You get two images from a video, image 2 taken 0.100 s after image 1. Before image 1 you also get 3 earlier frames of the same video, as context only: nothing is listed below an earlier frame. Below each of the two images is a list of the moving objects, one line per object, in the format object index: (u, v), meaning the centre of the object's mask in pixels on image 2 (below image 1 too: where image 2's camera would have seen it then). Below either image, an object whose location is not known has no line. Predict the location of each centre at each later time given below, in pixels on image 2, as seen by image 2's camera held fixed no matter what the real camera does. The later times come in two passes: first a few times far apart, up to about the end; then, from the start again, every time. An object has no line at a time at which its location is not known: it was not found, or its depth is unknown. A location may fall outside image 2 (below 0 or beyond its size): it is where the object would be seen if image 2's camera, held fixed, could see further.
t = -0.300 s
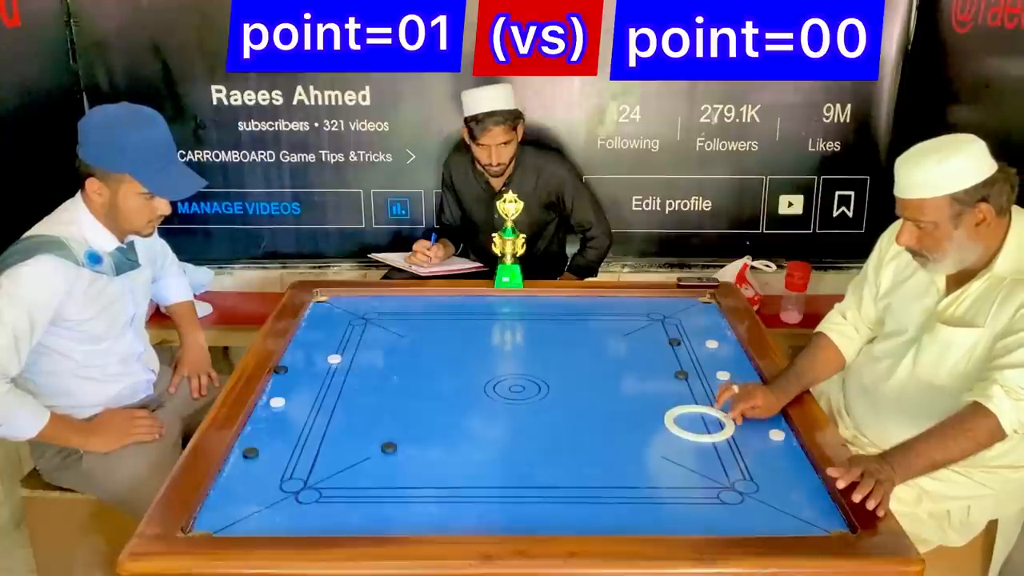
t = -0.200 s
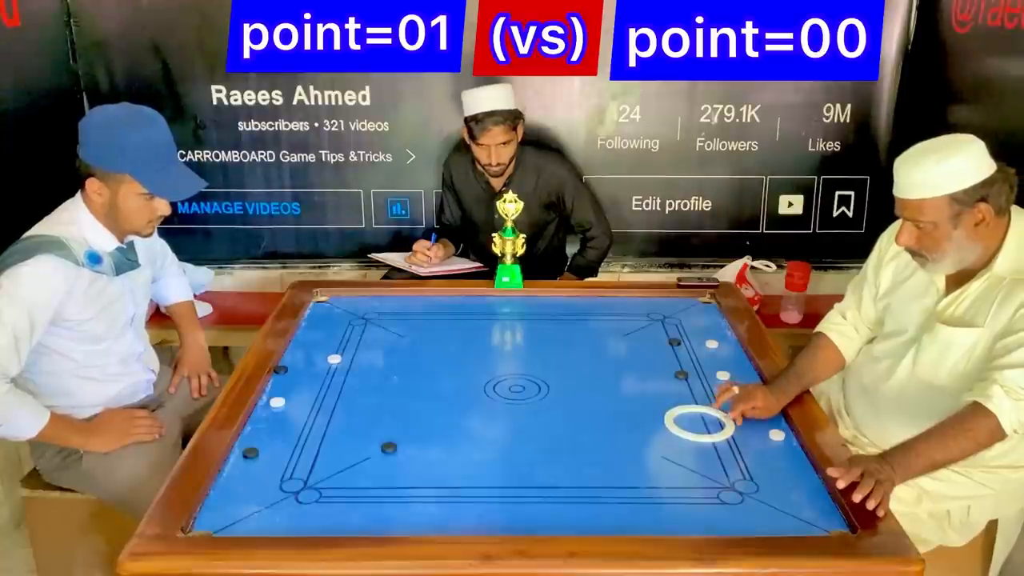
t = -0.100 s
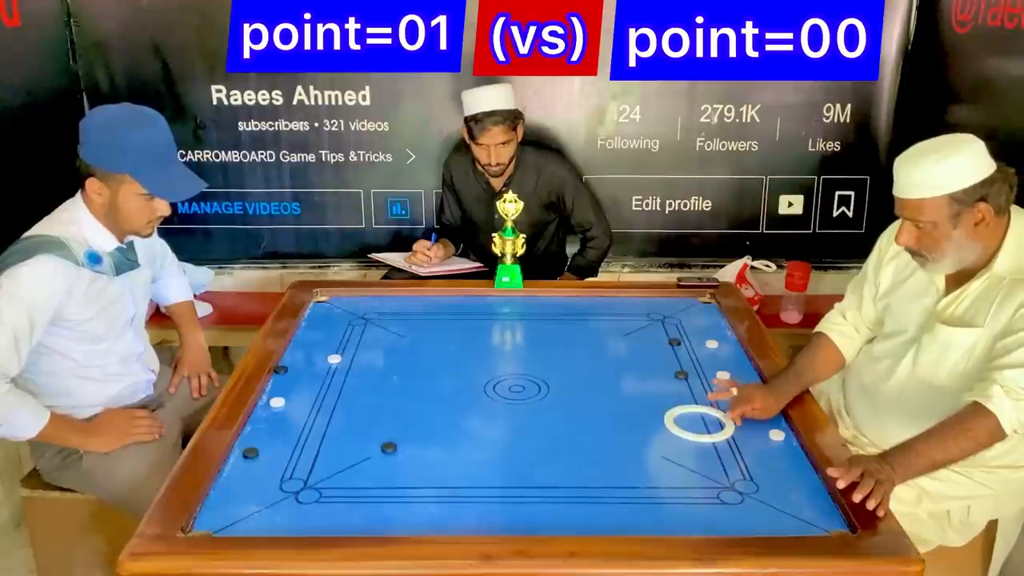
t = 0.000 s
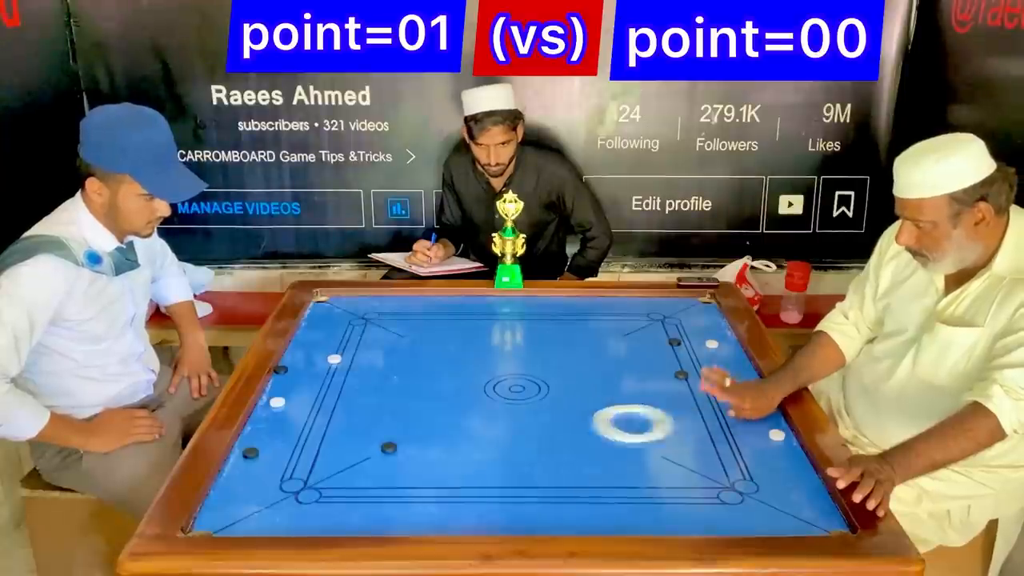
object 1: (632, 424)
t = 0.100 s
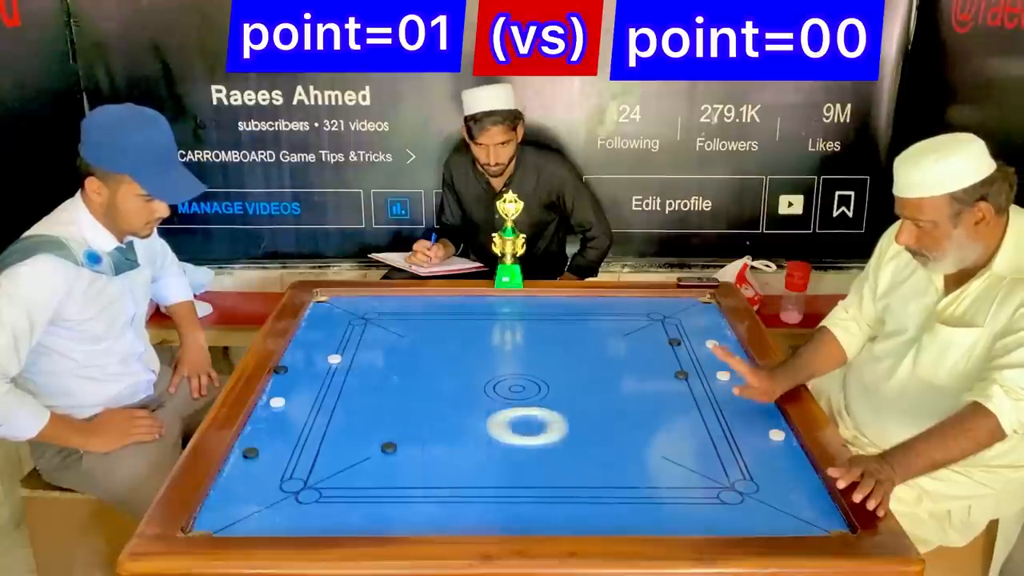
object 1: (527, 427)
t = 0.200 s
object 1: (421, 429)
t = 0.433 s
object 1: (346, 428)
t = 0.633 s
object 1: (496, 429)
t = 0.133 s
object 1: (492, 427)
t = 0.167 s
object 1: (456, 428)
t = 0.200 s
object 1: (421, 429)
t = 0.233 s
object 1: (387, 429)
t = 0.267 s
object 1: (354, 429)
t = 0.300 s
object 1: (320, 428)
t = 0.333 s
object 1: (286, 428)
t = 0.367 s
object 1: (295, 428)
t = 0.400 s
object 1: (320, 428)
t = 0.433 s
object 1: (346, 428)
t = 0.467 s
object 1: (371, 428)
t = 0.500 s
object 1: (396, 428)
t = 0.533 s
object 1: (422, 428)
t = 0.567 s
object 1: (447, 428)
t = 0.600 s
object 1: (471, 428)
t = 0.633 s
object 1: (496, 429)
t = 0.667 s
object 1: (520, 429)
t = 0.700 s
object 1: (545, 429)
